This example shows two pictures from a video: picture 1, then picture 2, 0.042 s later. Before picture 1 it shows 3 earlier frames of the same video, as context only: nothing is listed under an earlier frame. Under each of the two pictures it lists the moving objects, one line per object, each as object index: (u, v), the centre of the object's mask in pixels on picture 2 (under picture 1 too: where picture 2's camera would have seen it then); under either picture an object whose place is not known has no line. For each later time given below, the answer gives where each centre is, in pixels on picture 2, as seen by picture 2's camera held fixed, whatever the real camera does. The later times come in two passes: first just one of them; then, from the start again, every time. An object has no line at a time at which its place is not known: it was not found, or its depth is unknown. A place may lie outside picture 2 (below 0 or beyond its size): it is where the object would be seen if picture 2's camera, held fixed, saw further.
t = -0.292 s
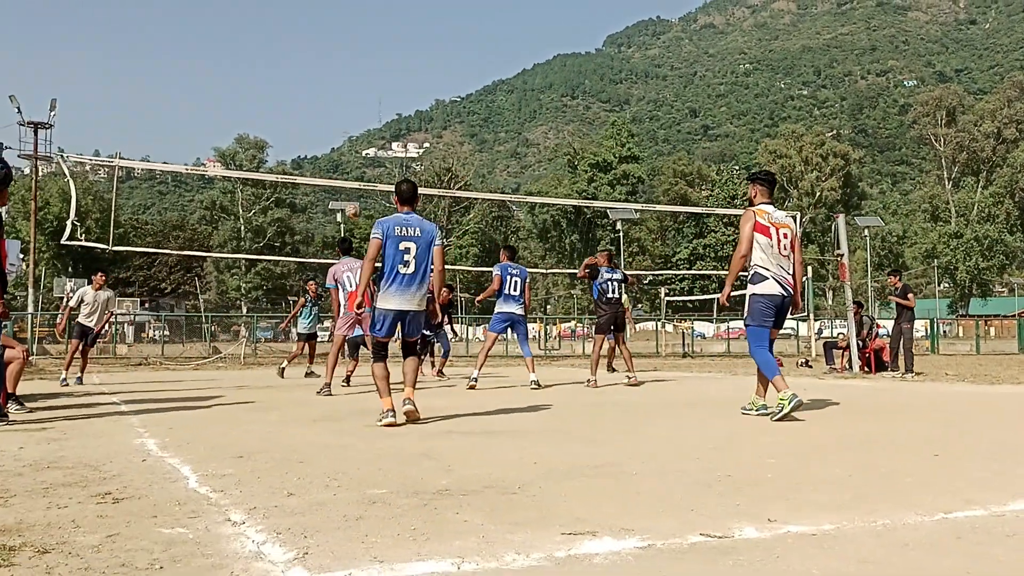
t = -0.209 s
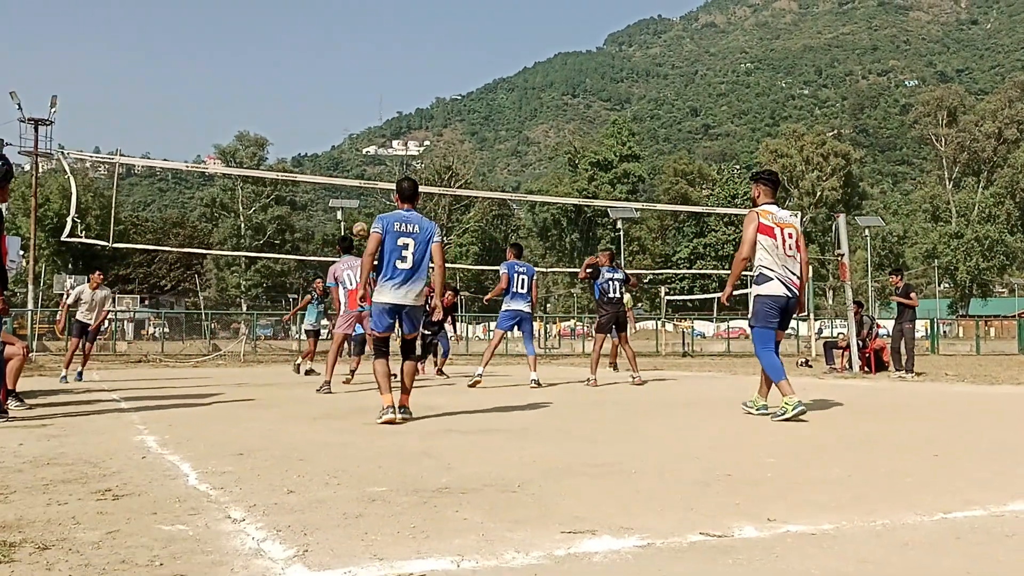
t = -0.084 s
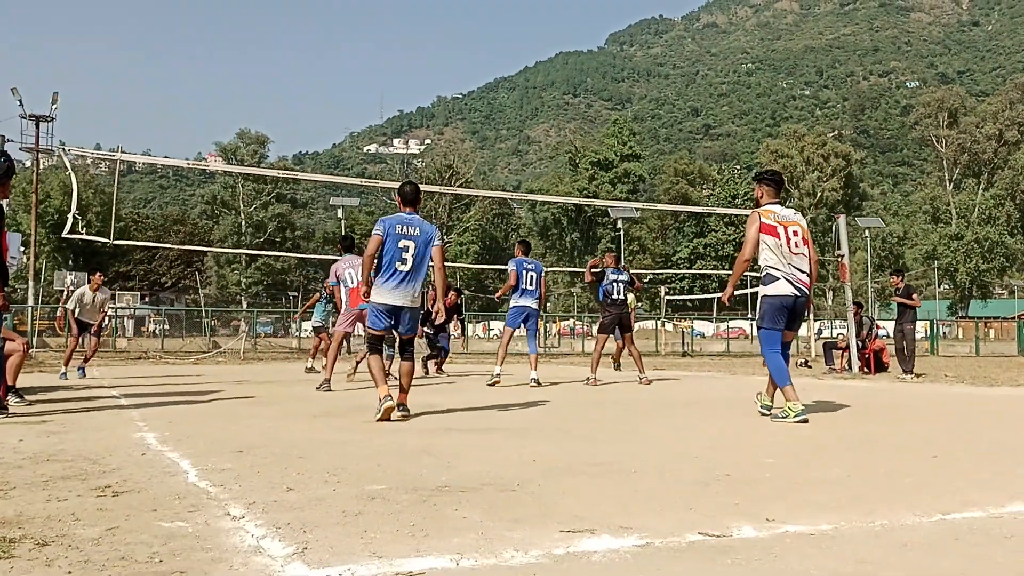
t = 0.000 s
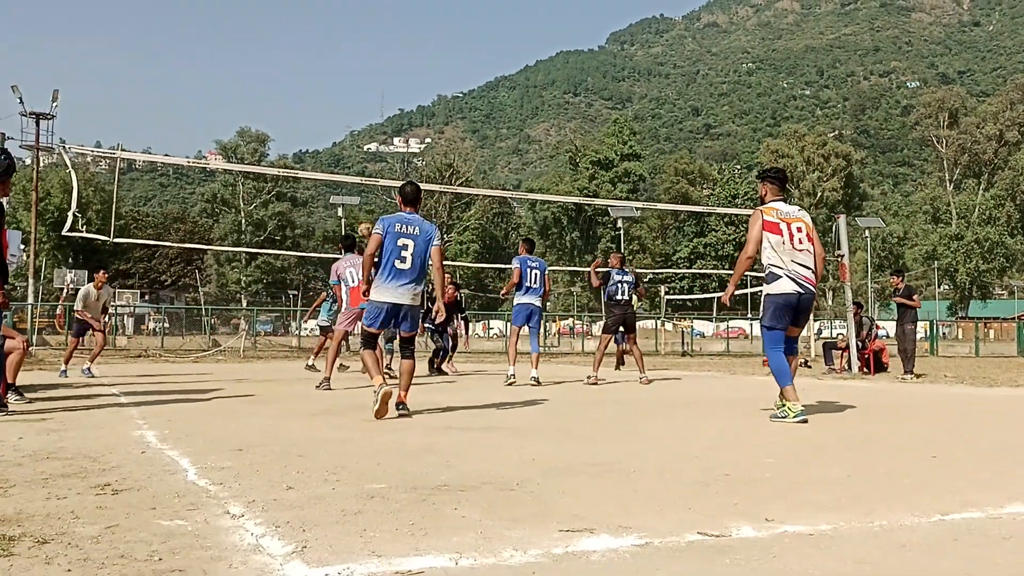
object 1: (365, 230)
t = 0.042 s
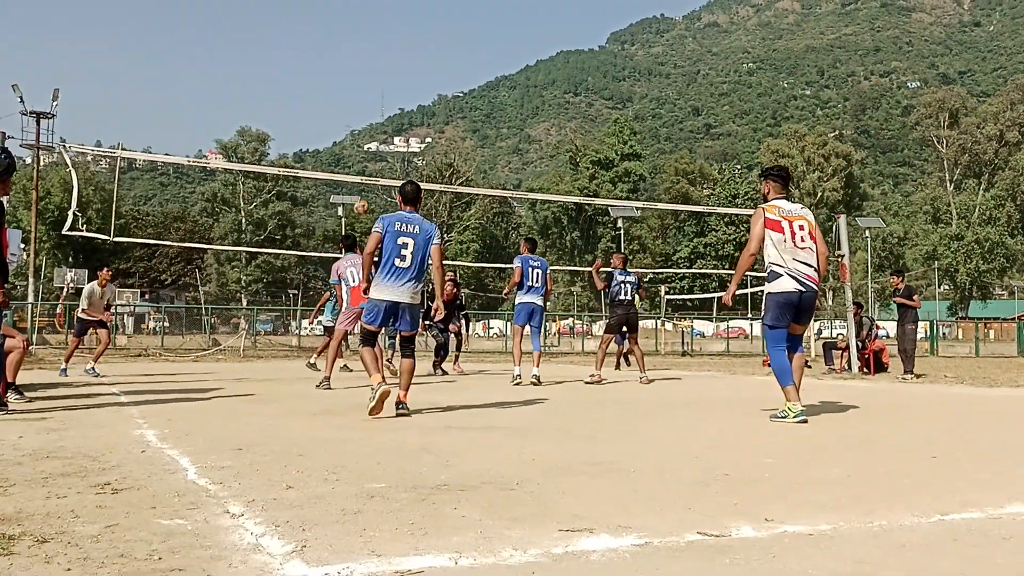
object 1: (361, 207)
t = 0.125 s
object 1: (352, 167)
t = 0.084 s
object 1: (357, 187)
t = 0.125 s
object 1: (352, 167)
